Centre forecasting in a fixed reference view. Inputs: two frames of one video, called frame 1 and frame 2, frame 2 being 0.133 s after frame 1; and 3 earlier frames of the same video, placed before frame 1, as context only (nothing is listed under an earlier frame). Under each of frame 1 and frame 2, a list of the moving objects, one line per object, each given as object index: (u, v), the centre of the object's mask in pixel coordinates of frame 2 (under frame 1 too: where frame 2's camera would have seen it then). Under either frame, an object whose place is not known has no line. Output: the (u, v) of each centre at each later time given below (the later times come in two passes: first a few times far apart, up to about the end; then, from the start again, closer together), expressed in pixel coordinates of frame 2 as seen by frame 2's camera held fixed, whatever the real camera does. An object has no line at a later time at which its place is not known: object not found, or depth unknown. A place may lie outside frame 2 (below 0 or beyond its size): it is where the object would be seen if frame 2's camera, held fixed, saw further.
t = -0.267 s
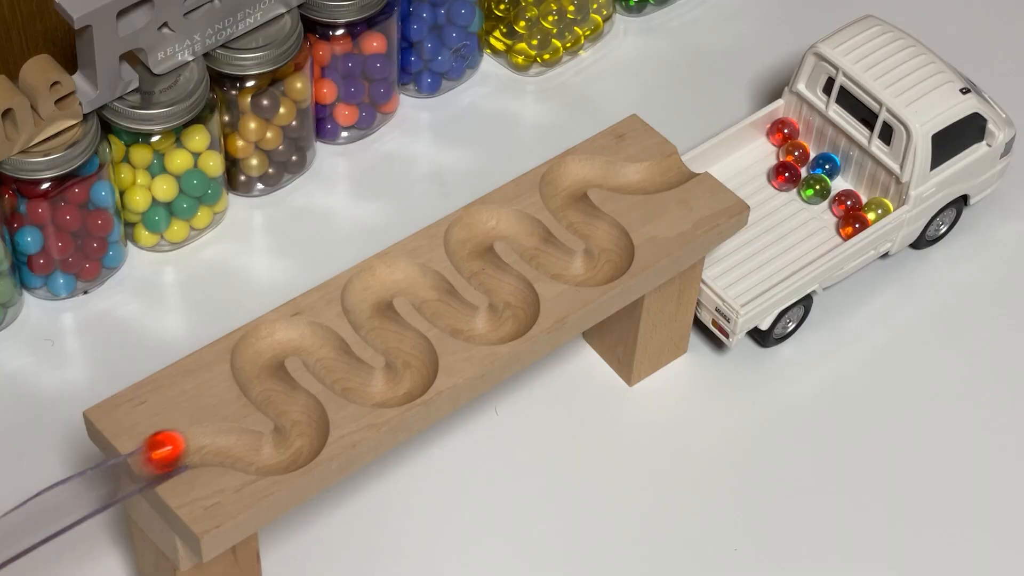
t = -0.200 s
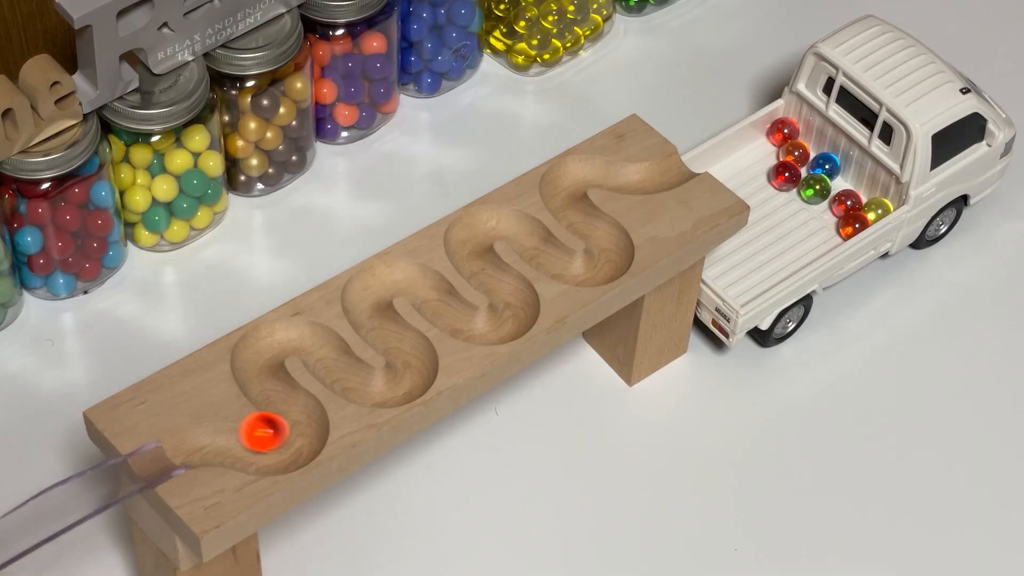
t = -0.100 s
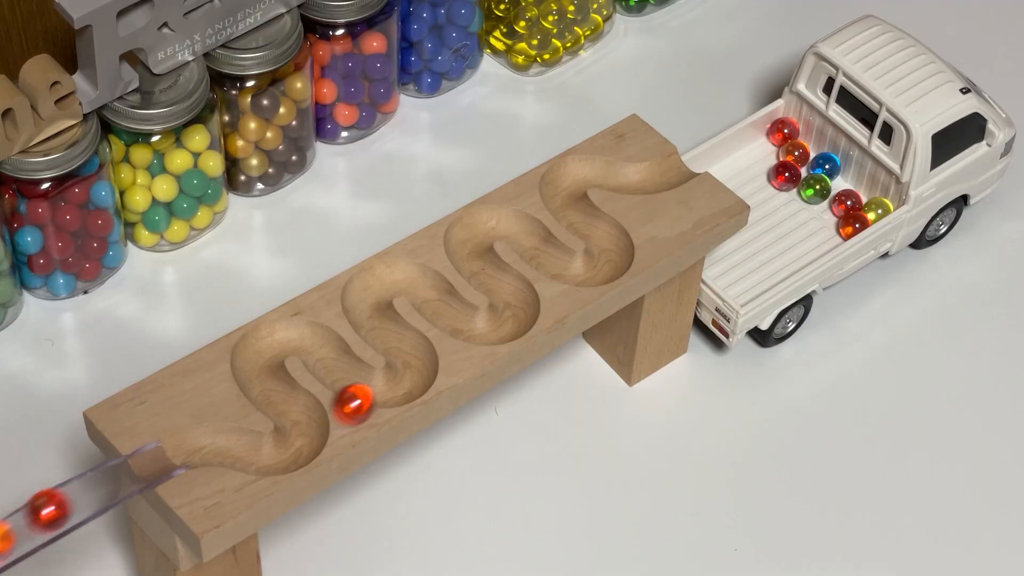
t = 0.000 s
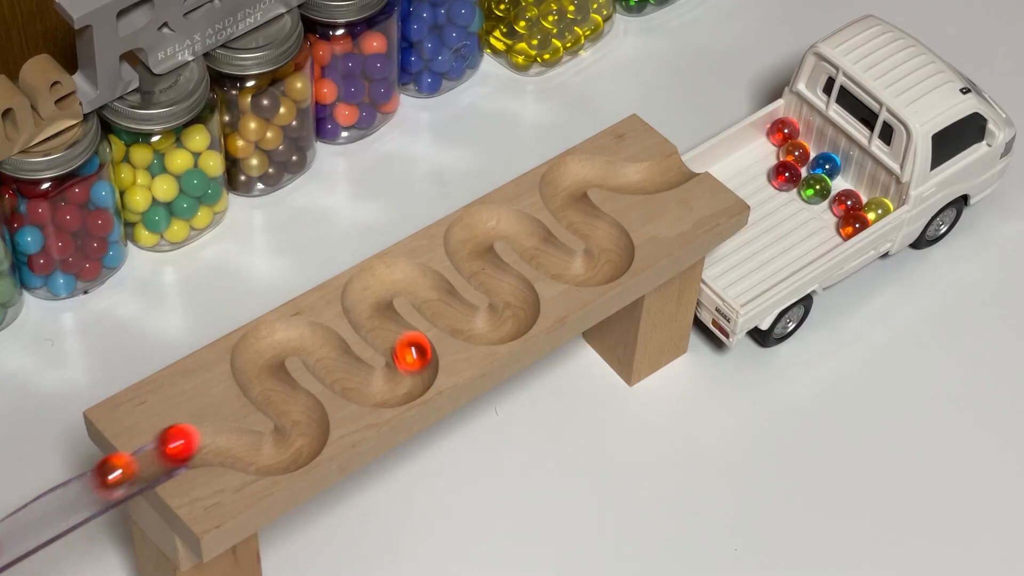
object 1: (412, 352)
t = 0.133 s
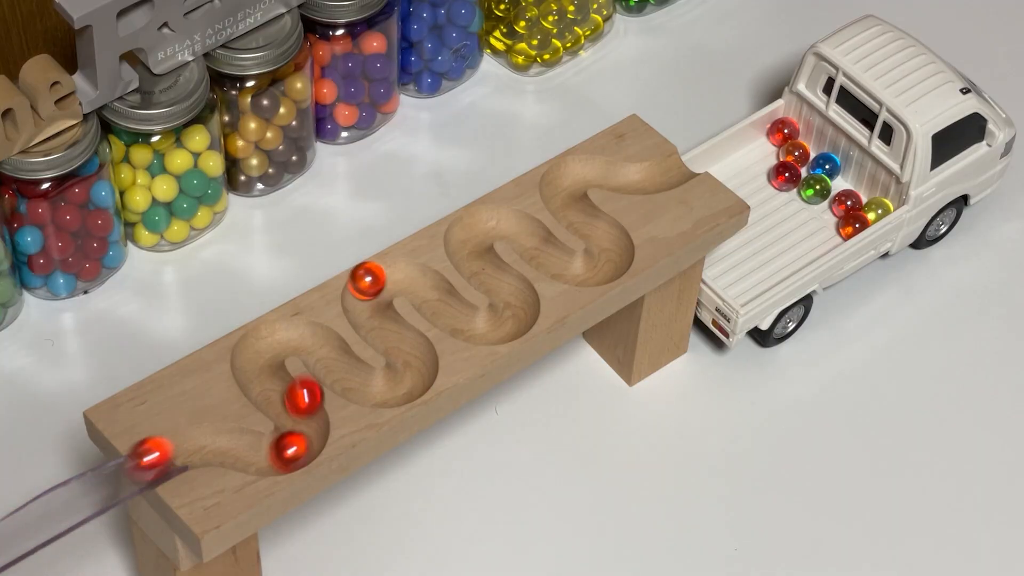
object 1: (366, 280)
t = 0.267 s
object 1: (431, 294)
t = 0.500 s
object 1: (516, 309)
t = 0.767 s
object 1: (479, 222)
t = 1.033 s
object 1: (595, 270)
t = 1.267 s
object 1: (569, 207)
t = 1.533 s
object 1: (632, 178)
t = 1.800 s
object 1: (712, 173)
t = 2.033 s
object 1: (822, 216)
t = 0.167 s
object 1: (387, 279)
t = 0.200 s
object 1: (408, 276)
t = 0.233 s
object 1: (424, 279)
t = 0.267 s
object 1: (431, 294)
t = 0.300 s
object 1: (437, 306)
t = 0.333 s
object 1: (449, 314)
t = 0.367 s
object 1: (464, 321)
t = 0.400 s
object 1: (482, 328)
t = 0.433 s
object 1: (496, 328)
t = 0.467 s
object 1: (506, 321)
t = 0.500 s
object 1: (516, 309)
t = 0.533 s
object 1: (518, 296)
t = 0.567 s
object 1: (508, 287)
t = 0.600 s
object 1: (493, 278)
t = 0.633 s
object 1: (478, 269)
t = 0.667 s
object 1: (470, 258)
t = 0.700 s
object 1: (467, 246)
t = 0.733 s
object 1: (469, 232)
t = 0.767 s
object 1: (479, 222)
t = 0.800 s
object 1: (496, 222)
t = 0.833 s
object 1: (516, 225)
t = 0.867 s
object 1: (531, 234)
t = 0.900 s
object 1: (538, 249)
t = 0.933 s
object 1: (546, 257)
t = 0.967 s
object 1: (560, 265)
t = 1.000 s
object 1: (577, 269)
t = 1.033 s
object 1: (595, 270)
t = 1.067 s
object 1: (605, 265)
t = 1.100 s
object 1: (610, 254)
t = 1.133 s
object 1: (611, 238)
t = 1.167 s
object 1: (601, 227)
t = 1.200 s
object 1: (585, 223)
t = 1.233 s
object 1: (573, 215)
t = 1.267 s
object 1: (569, 207)
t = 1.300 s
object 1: (565, 195)
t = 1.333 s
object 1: (559, 182)
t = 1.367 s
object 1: (565, 175)
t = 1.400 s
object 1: (579, 174)
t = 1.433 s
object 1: (594, 170)
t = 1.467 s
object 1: (608, 170)
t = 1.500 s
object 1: (620, 177)
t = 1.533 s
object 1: (632, 178)
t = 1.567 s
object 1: (643, 177)
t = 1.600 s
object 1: (654, 171)
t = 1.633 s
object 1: (668, 169)
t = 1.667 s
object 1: (681, 164)
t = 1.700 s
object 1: (690, 157)
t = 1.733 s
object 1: (698, 151)
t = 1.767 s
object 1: (704, 158)
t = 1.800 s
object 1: (712, 173)
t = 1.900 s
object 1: (752, 220)
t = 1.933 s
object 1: (764, 219)
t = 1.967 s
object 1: (784, 219)
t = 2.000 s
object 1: (803, 218)
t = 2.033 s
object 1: (822, 216)
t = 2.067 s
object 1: (823, 217)
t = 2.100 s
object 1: (825, 216)
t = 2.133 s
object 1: (826, 214)
